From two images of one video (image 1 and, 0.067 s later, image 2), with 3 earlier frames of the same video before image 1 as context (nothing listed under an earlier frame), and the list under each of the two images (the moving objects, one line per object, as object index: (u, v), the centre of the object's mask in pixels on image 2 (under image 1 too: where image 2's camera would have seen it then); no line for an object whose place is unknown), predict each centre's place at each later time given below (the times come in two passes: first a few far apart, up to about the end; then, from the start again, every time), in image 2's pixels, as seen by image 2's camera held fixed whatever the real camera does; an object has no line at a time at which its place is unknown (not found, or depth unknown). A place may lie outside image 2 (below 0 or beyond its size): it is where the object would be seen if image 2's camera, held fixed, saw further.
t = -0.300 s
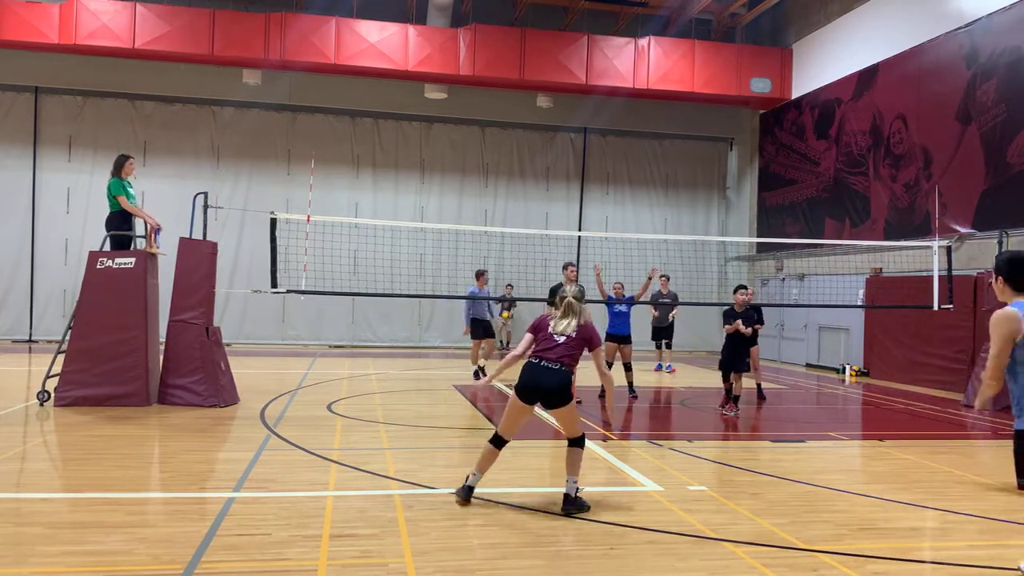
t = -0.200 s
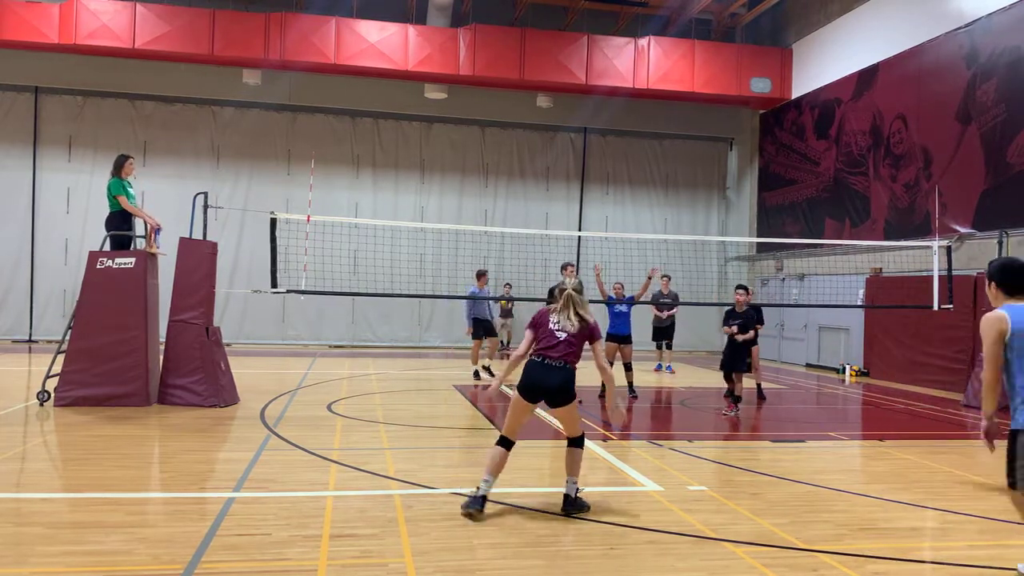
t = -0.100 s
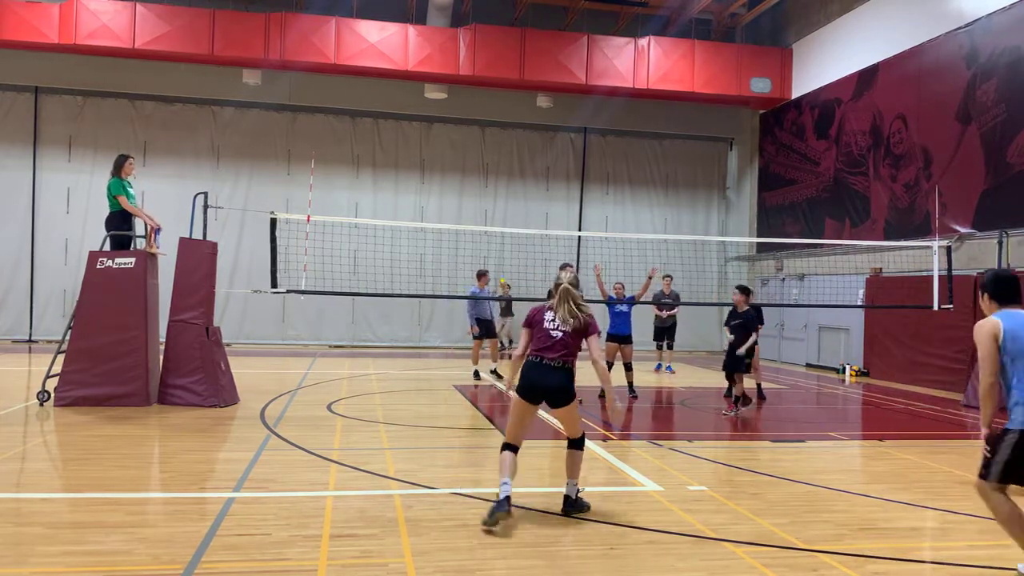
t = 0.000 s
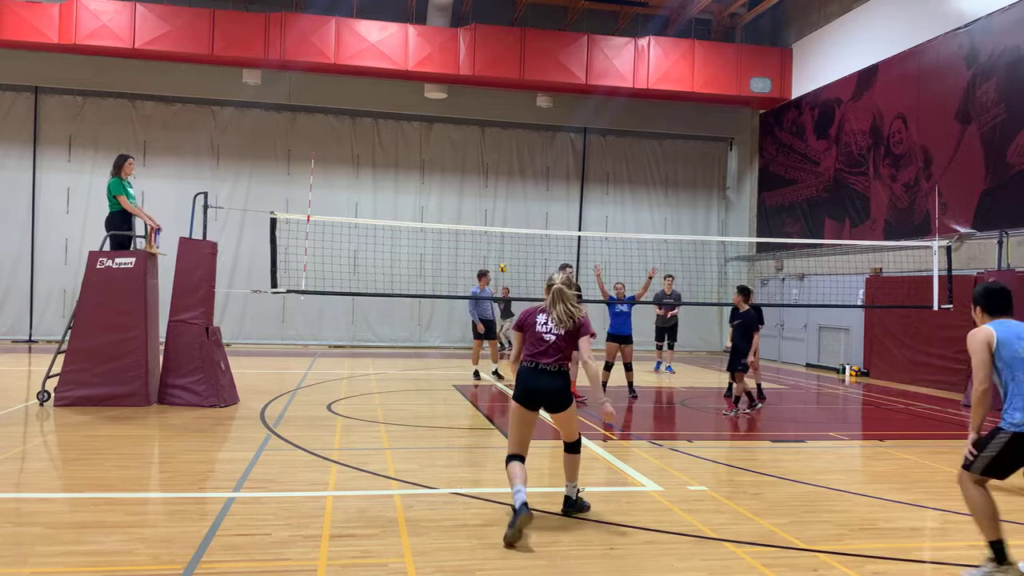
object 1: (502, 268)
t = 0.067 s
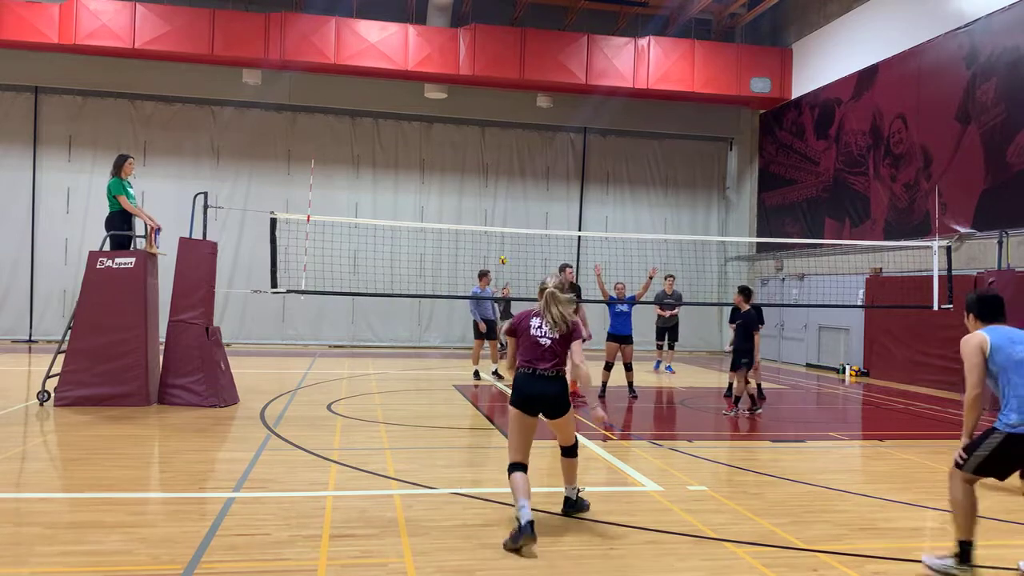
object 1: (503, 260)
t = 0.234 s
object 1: (502, 248)
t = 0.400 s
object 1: (502, 247)
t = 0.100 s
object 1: (503, 256)
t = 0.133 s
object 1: (502, 254)
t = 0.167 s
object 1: (502, 252)
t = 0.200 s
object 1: (502, 249)
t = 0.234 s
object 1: (502, 248)
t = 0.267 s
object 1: (502, 247)
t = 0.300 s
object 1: (502, 247)
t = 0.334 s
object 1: (502, 246)
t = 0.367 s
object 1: (502, 246)
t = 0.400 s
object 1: (502, 247)
